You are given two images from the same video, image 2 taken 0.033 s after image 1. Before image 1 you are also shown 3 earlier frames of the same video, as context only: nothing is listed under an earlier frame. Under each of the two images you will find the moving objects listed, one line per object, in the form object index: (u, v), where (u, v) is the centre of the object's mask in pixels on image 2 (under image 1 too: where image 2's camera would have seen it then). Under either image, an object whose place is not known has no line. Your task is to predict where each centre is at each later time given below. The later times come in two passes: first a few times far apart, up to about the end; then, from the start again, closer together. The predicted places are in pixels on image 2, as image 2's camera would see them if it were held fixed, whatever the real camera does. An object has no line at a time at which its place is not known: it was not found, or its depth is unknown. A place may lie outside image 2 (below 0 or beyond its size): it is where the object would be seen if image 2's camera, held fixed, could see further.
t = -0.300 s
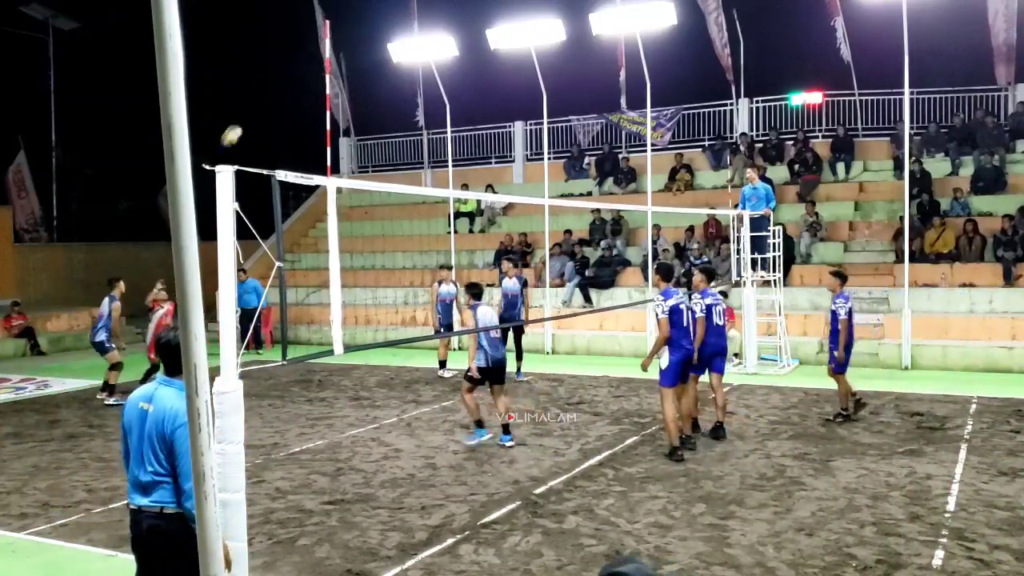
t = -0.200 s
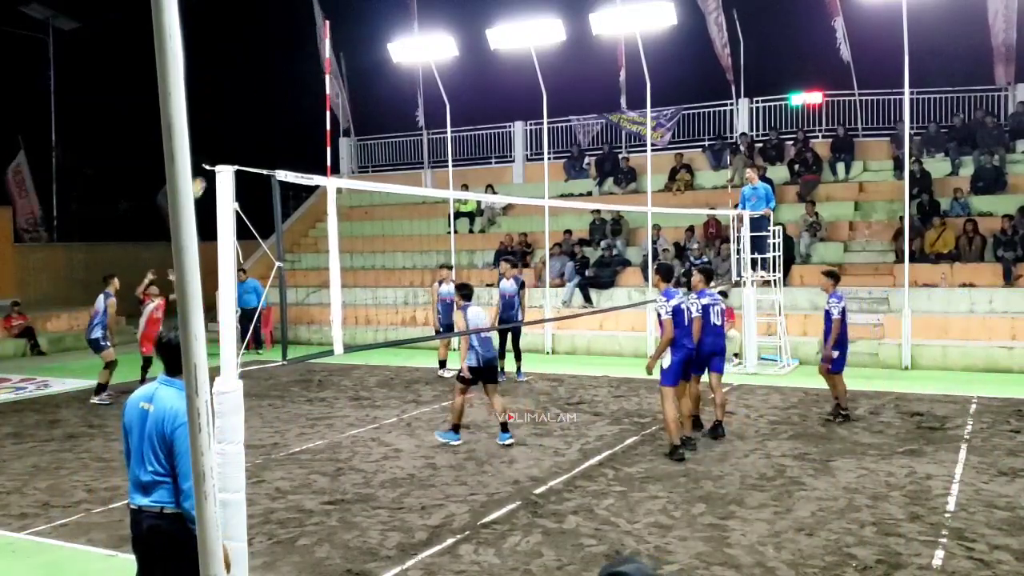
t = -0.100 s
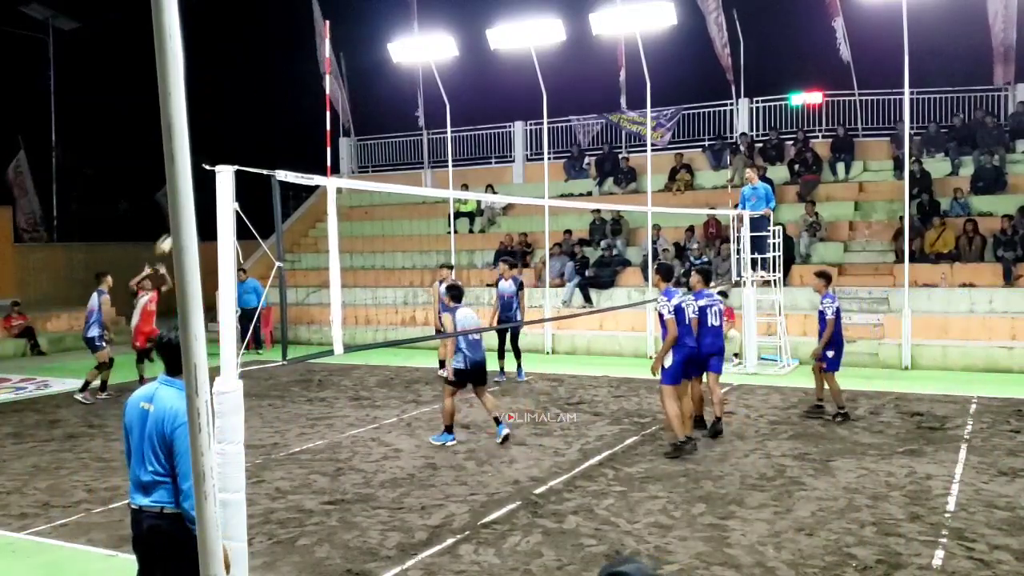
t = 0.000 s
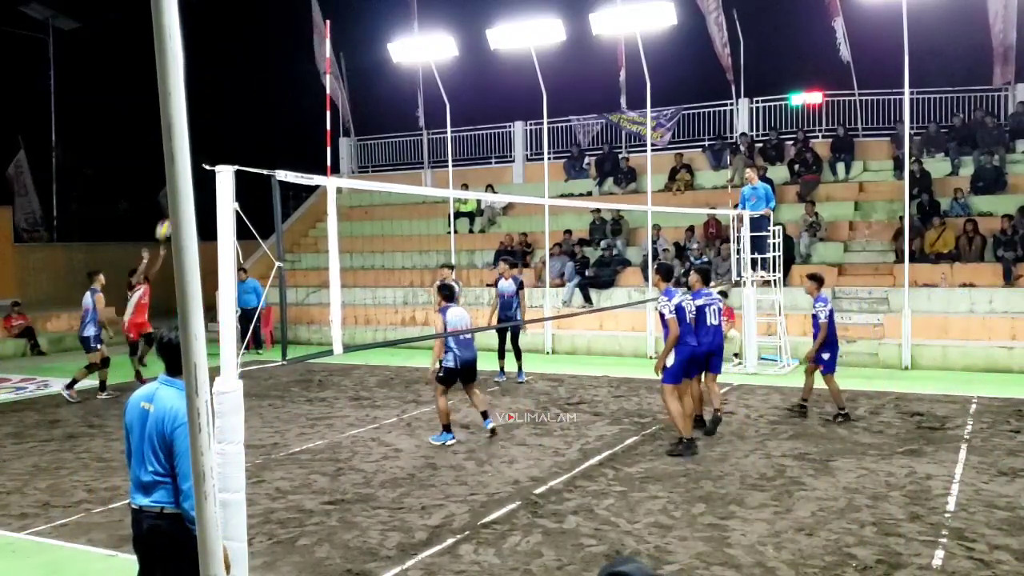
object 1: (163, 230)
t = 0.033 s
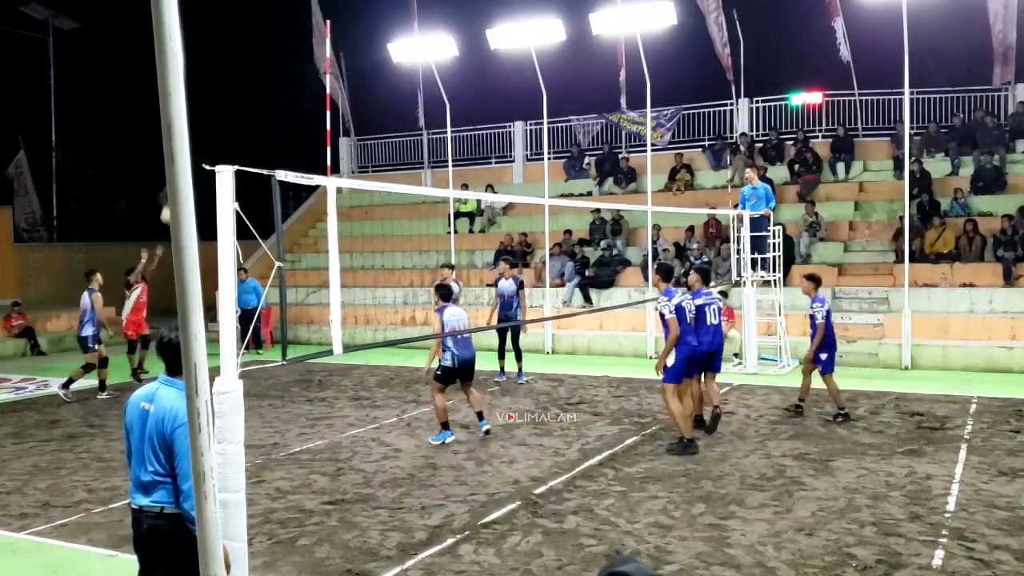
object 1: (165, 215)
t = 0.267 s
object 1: (209, 112)
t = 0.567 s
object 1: (264, 31)
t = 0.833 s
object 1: (316, 12)
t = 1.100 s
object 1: (370, 47)
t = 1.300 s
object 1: (412, 108)
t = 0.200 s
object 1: (198, 136)
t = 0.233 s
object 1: (203, 124)
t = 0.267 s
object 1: (209, 112)
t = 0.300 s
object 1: (215, 100)
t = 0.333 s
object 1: (221, 89)
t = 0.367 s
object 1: (227, 79)
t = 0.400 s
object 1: (233, 69)
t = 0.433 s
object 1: (240, 60)
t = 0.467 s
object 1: (246, 51)
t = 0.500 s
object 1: (252, 44)
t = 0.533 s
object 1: (258, 37)
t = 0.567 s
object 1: (264, 31)
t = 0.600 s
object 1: (271, 26)
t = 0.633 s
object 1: (277, 22)
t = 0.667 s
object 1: (283, 18)
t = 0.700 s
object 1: (290, 15)
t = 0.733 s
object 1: (296, 13)
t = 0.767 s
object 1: (303, 12)
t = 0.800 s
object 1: (309, 11)
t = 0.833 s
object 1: (316, 12)
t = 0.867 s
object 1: (323, 14)
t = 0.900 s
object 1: (329, 15)
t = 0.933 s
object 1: (336, 18)
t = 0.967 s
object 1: (343, 22)
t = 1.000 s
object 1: (350, 27)
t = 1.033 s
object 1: (356, 32)
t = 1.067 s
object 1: (363, 39)
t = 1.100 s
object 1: (370, 47)
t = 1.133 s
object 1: (377, 55)
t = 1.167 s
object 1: (384, 64)
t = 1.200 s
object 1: (391, 74)
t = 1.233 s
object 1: (398, 84)
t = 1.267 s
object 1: (405, 96)
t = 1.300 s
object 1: (412, 108)
